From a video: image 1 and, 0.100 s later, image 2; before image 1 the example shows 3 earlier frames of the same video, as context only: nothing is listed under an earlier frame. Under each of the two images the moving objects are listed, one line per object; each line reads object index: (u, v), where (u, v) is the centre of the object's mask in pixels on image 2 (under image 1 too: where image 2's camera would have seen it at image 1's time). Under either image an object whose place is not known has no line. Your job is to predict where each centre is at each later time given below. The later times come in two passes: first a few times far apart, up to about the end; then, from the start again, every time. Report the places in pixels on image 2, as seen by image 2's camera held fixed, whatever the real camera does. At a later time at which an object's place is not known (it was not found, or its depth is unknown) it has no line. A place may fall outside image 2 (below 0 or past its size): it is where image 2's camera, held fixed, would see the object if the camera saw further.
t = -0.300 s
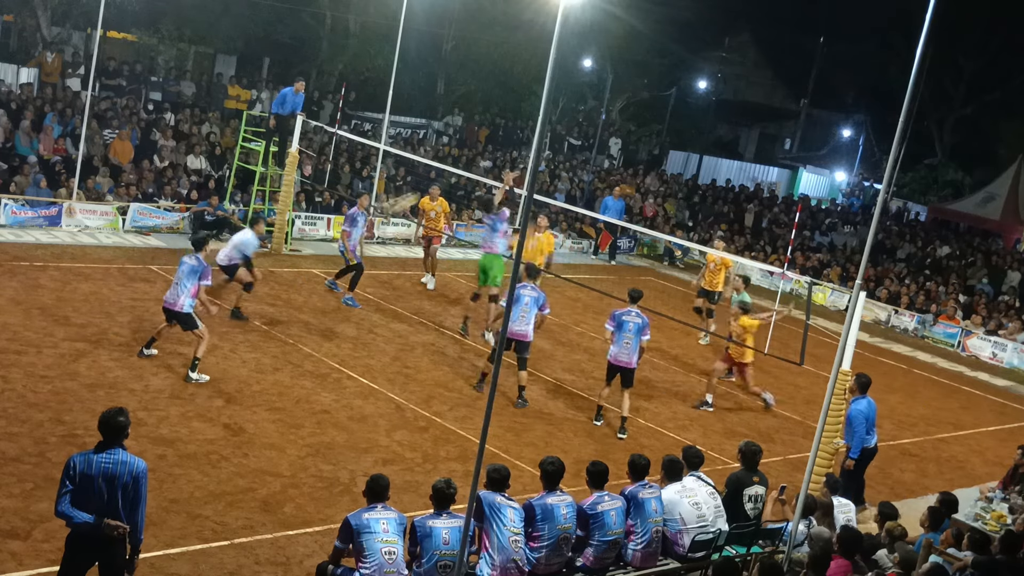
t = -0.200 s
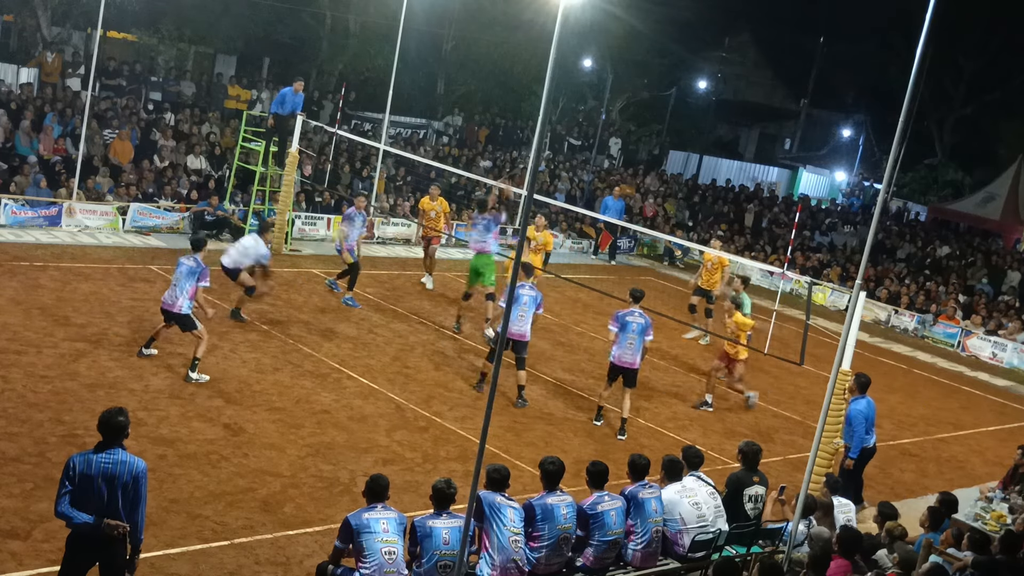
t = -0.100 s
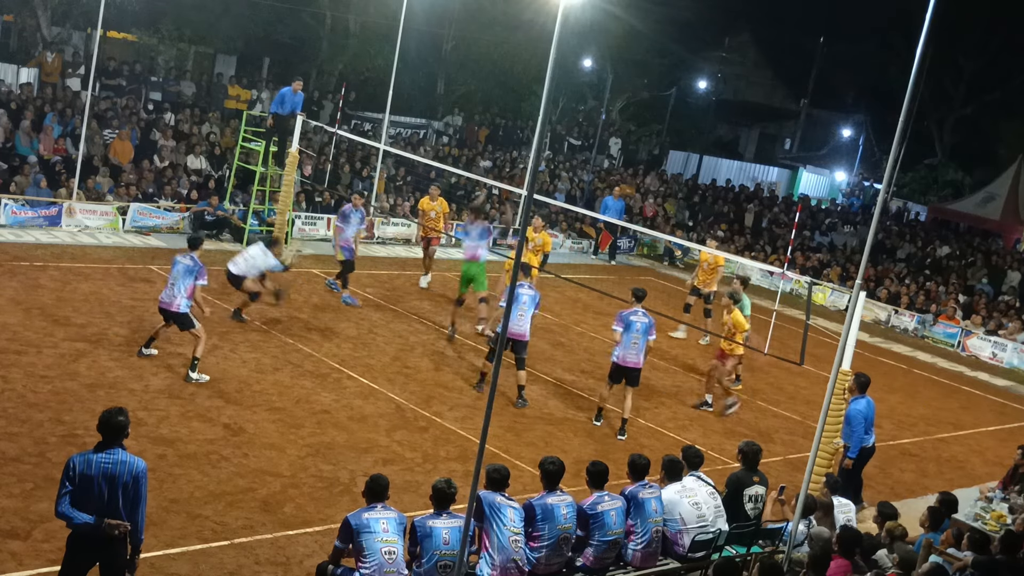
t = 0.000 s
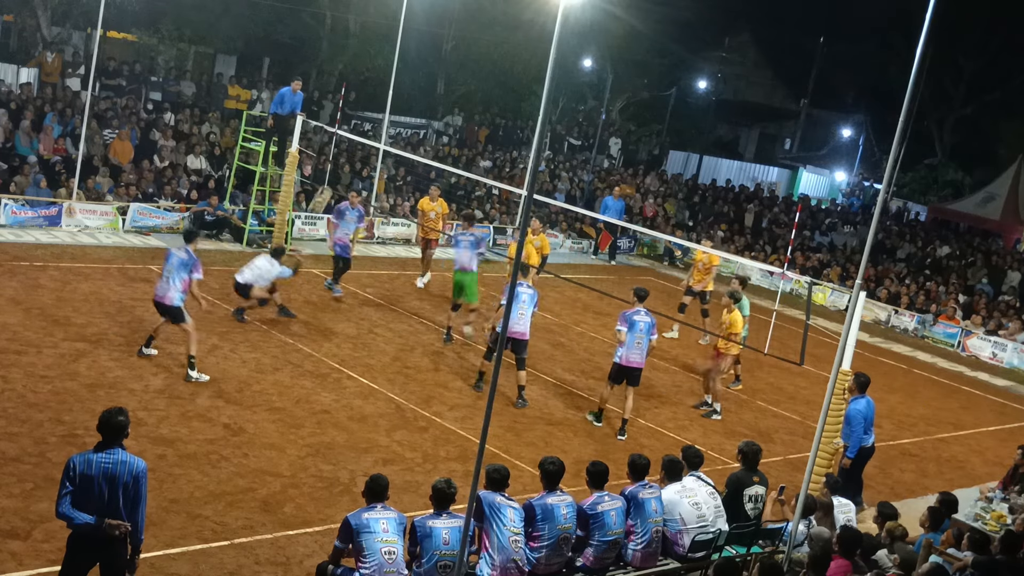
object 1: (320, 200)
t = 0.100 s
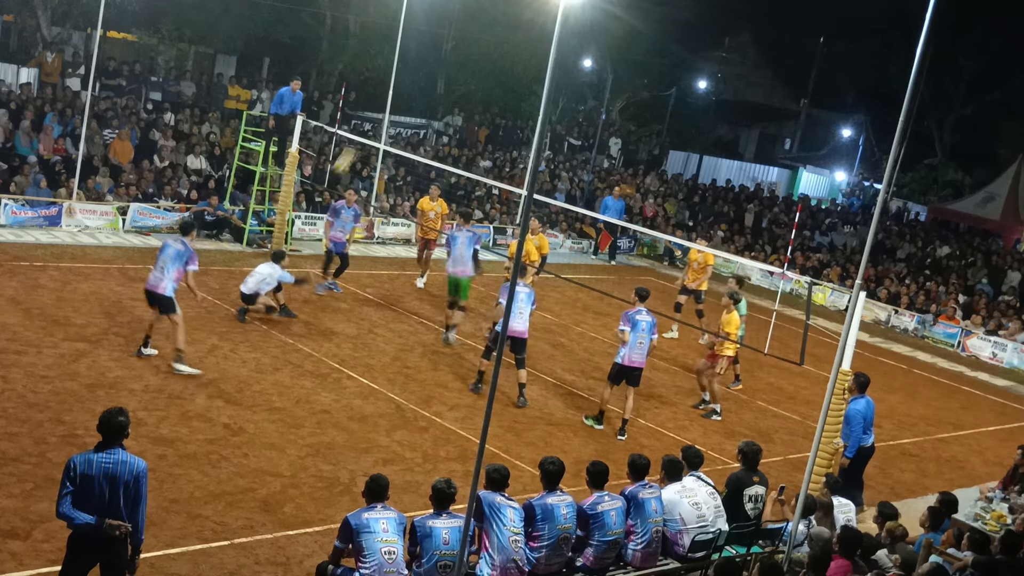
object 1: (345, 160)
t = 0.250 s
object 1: (380, 109)
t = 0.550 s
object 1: (441, 49)
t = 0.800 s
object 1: (481, 53)
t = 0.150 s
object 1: (357, 142)
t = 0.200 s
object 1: (369, 125)
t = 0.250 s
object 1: (380, 109)
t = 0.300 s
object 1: (391, 96)
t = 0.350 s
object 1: (403, 81)
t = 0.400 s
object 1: (412, 74)
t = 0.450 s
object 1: (422, 65)
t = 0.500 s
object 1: (431, 58)
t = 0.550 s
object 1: (441, 49)
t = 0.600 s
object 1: (449, 46)
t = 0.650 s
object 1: (458, 47)
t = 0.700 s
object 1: (466, 48)
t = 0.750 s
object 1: (474, 49)
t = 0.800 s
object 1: (481, 53)
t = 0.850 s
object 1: (488, 58)
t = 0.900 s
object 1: (495, 65)
